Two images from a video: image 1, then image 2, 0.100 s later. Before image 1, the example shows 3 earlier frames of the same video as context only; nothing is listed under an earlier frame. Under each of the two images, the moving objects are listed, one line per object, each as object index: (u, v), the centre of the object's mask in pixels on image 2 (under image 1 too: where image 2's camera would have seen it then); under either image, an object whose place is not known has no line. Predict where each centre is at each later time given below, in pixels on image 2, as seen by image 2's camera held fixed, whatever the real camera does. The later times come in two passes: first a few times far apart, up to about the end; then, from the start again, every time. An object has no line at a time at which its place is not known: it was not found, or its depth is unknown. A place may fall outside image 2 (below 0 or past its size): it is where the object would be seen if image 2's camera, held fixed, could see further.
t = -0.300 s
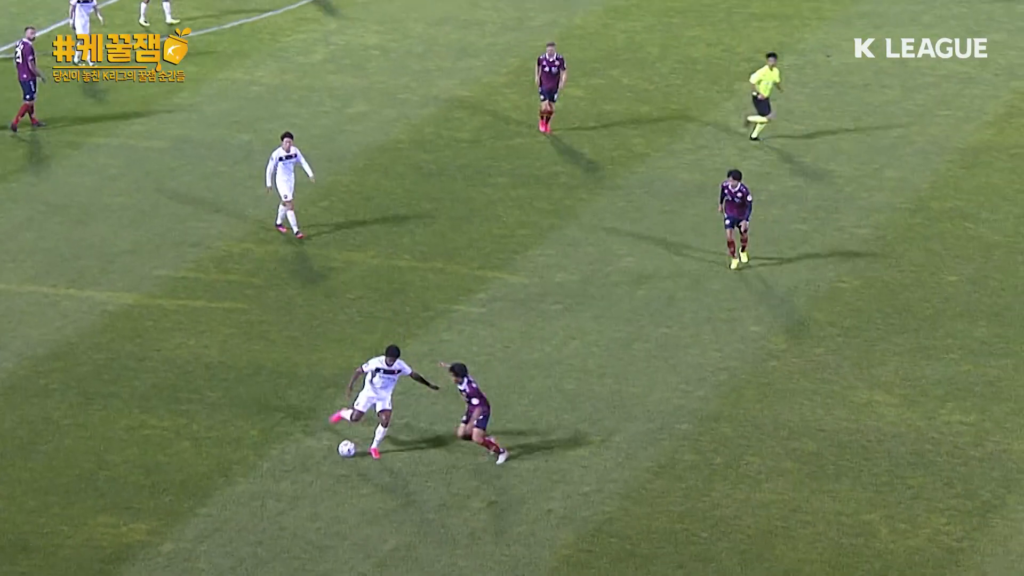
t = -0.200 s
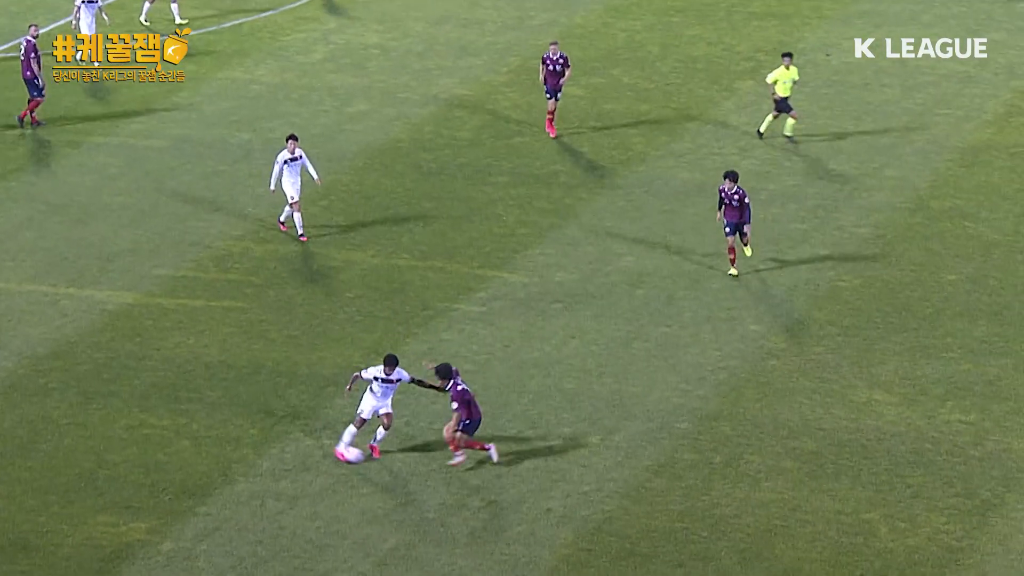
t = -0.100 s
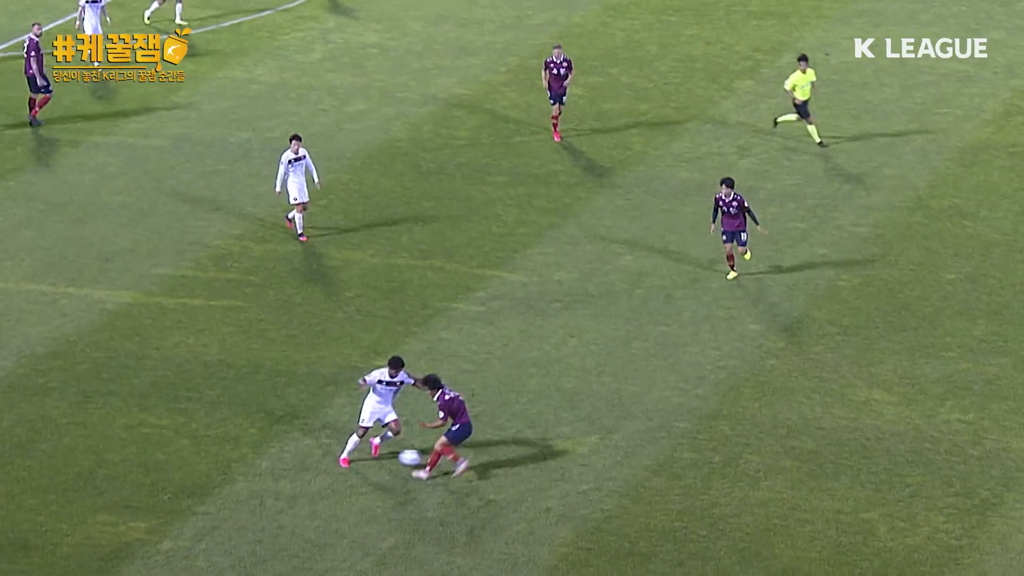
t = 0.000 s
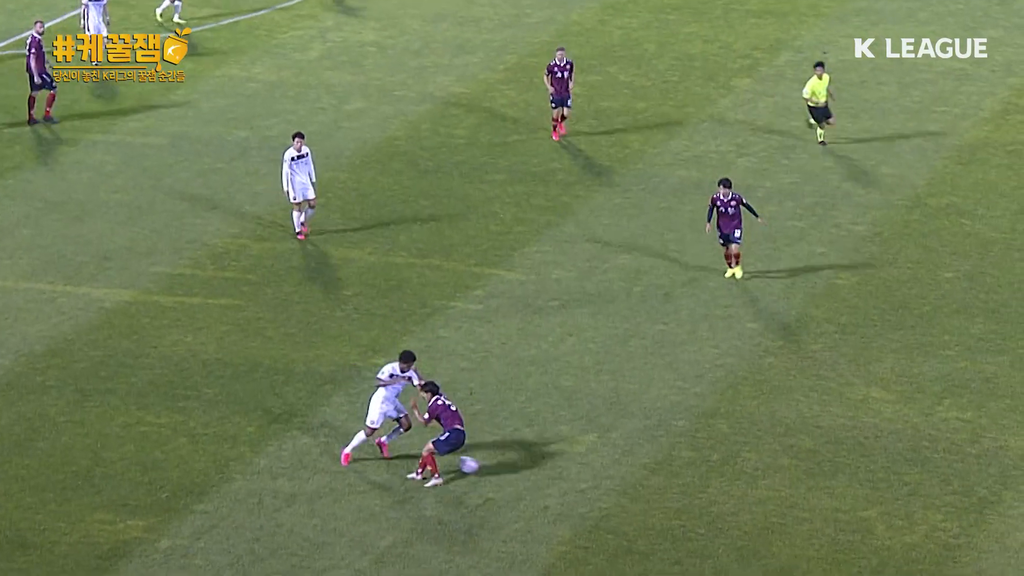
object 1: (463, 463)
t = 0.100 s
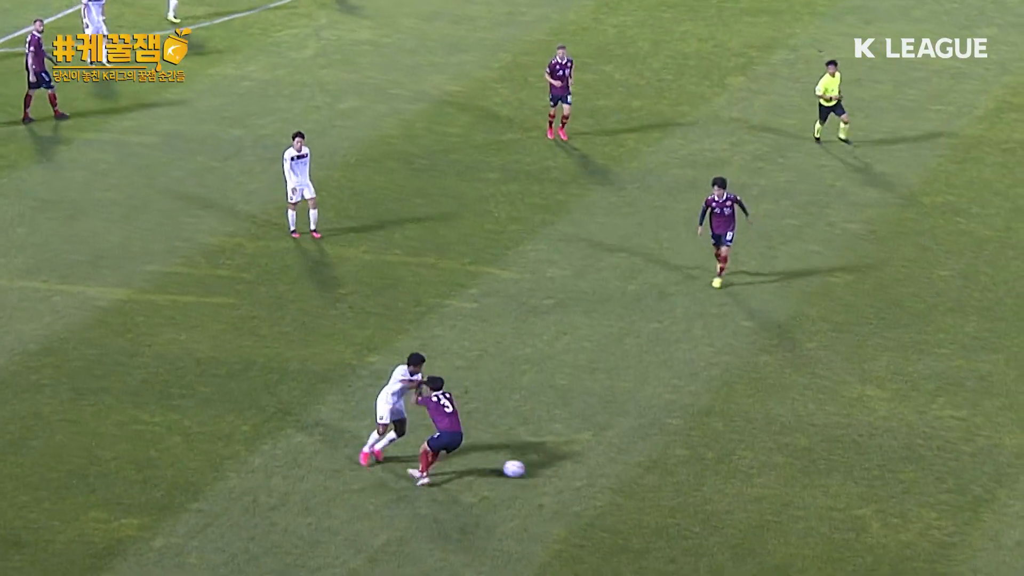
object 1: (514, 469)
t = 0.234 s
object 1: (577, 479)
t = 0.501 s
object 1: (680, 495)
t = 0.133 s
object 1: (529, 470)
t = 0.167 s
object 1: (546, 473)
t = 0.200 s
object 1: (563, 476)
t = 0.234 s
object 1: (577, 479)
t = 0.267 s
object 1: (591, 480)
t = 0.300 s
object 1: (605, 482)
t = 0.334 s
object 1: (619, 484)
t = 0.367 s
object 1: (632, 487)
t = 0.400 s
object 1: (645, 490)
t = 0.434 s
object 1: (657, 491)
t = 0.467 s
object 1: (668, 493)
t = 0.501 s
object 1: (680, 495)
